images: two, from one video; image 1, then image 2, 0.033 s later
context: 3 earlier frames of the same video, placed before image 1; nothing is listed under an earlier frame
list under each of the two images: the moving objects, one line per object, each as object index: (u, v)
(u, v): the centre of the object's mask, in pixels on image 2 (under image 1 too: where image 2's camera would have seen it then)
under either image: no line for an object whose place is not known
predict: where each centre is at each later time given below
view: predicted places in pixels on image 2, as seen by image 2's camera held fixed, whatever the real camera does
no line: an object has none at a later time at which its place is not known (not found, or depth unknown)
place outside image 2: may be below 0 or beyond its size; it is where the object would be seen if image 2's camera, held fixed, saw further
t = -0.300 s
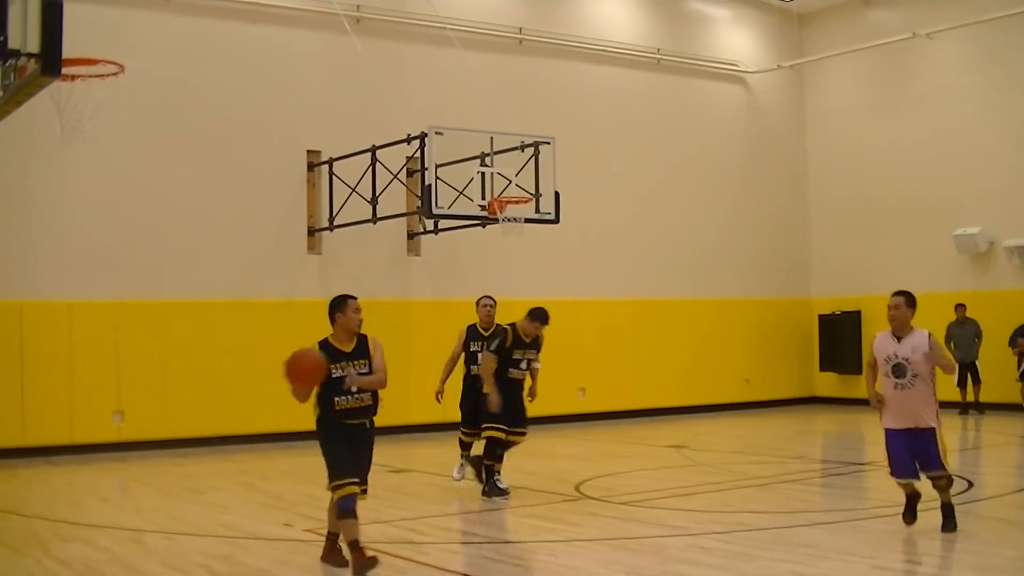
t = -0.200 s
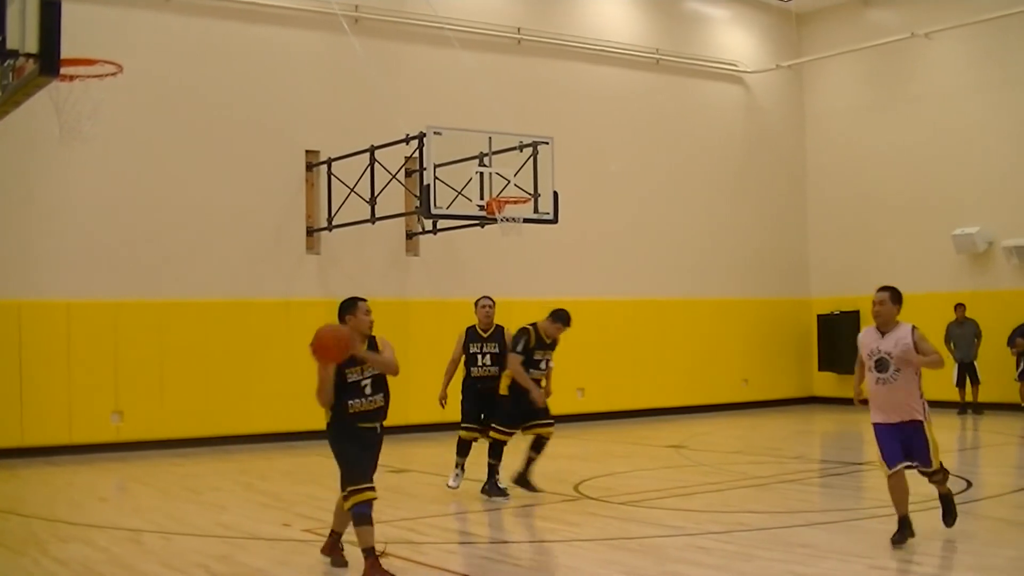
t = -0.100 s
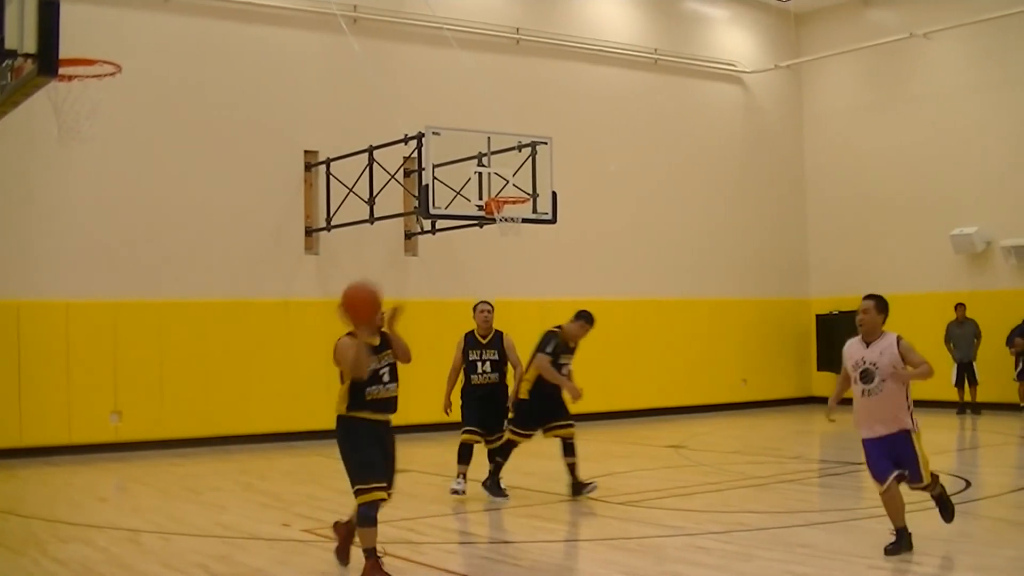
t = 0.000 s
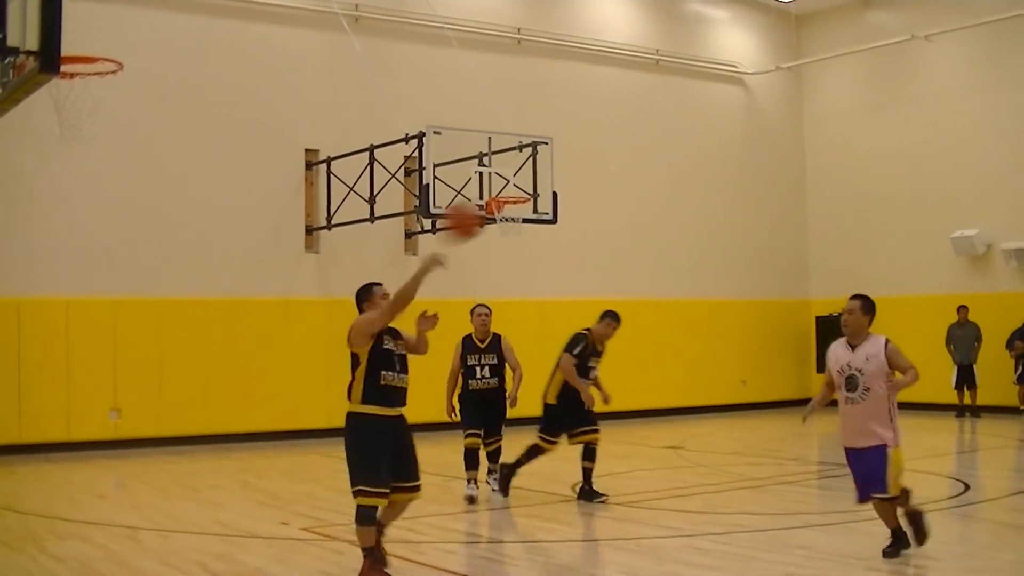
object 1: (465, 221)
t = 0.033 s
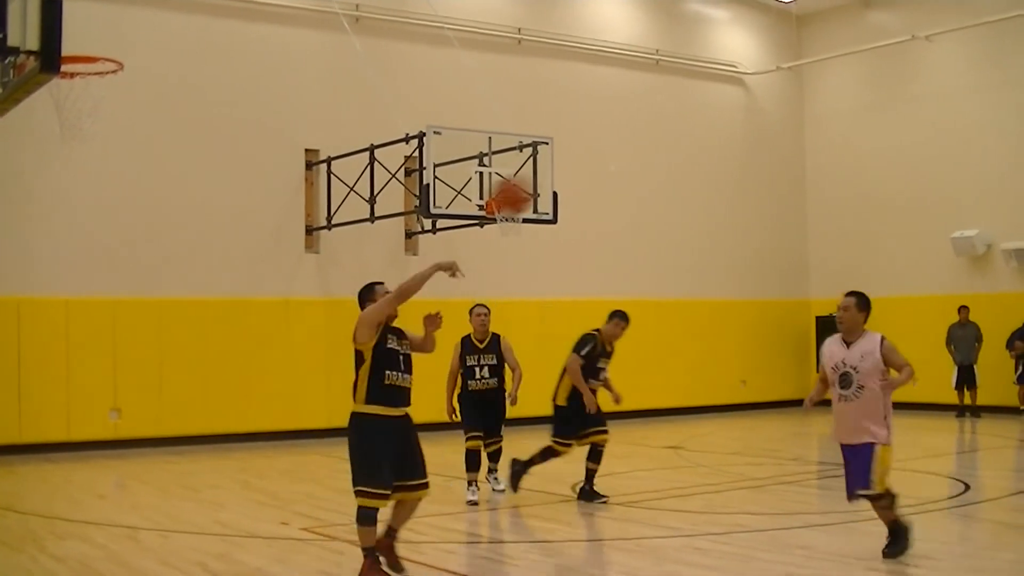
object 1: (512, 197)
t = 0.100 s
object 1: (609, 151)
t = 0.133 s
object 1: (657, 133)
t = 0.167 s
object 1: (704, 116)
